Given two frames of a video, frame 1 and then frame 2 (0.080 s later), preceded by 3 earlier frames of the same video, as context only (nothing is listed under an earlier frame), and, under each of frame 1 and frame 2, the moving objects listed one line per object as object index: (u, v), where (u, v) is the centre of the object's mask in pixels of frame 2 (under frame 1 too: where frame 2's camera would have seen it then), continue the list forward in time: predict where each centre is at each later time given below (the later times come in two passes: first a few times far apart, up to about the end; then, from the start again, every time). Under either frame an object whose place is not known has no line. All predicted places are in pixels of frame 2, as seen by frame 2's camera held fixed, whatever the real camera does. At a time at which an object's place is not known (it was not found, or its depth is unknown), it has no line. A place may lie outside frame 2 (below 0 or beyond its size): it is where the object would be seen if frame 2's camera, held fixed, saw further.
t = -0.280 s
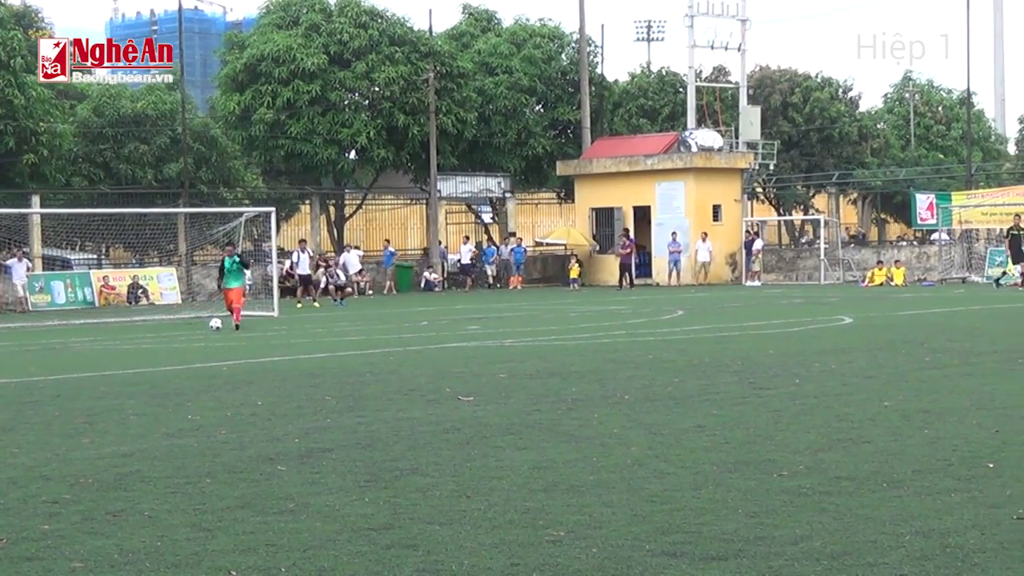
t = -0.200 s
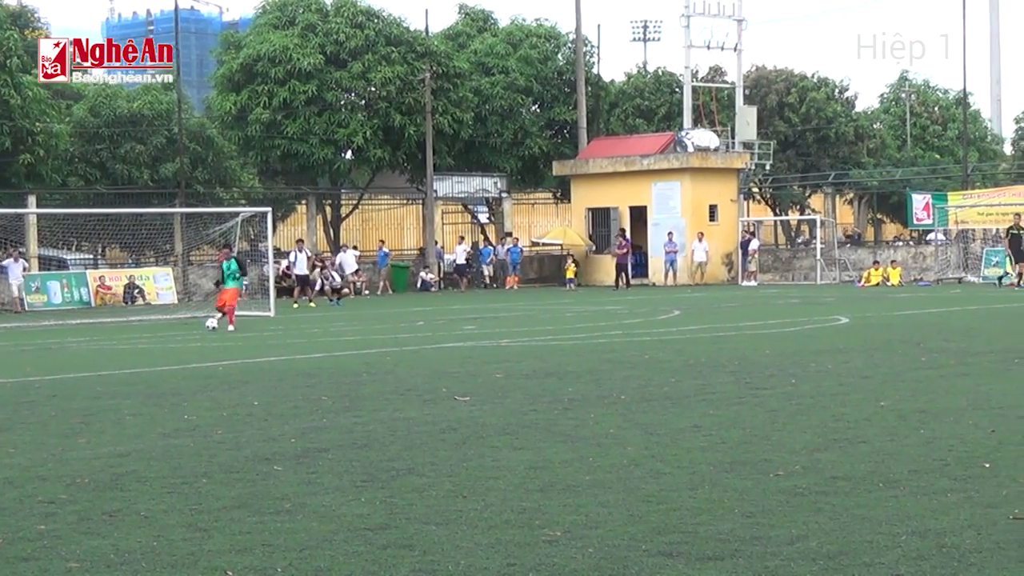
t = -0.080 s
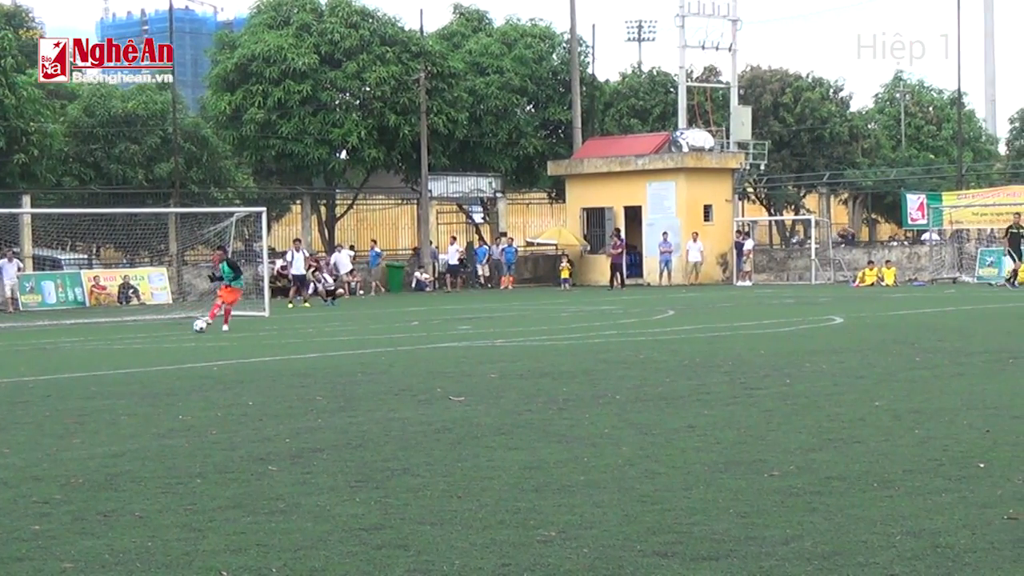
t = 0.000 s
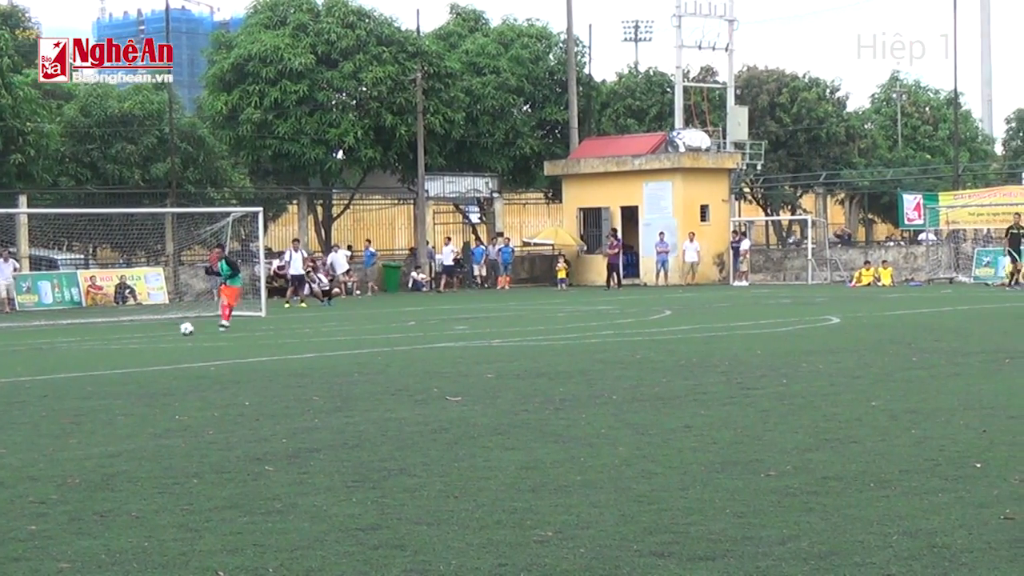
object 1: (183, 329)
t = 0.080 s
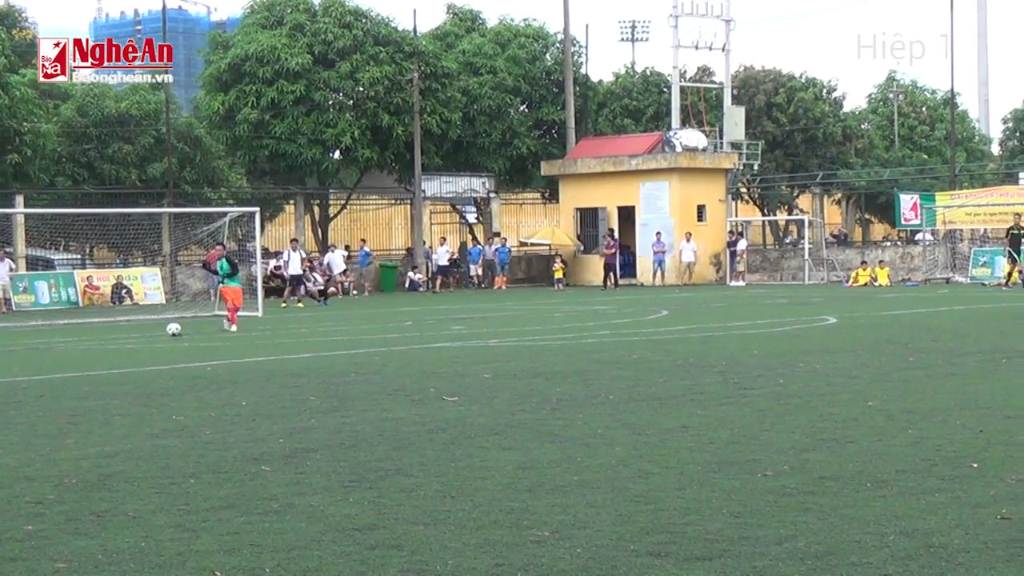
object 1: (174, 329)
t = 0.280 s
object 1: (149, 338)
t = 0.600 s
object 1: (112, 354)
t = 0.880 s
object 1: (80, 364)
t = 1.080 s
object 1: (57, 374)
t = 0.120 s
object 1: (169, 330)
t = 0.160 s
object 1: (164, 331)
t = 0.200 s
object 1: (159, 335)
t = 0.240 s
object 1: (154, 338)
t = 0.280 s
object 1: (149, 338)
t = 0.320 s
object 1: (145, 339)
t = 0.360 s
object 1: (140, 341)
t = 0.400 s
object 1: (135, 345)
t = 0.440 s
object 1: (131, 344)
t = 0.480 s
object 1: (126, 344)
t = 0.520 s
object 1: (121, 347)
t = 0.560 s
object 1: (116, 349)
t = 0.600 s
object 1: (112, 354)
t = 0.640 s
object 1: (107, 353)
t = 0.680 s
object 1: (102, 352)
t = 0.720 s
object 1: (98, 353)
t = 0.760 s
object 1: (93, 355)
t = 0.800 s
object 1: (89, 361)
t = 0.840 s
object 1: (85, 364)
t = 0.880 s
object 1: (80, 364)
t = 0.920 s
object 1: (75, 365)
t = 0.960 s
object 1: (71, 369)
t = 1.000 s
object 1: (67, 371)
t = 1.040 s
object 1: (61, 372)
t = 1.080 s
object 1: (57, 374)
